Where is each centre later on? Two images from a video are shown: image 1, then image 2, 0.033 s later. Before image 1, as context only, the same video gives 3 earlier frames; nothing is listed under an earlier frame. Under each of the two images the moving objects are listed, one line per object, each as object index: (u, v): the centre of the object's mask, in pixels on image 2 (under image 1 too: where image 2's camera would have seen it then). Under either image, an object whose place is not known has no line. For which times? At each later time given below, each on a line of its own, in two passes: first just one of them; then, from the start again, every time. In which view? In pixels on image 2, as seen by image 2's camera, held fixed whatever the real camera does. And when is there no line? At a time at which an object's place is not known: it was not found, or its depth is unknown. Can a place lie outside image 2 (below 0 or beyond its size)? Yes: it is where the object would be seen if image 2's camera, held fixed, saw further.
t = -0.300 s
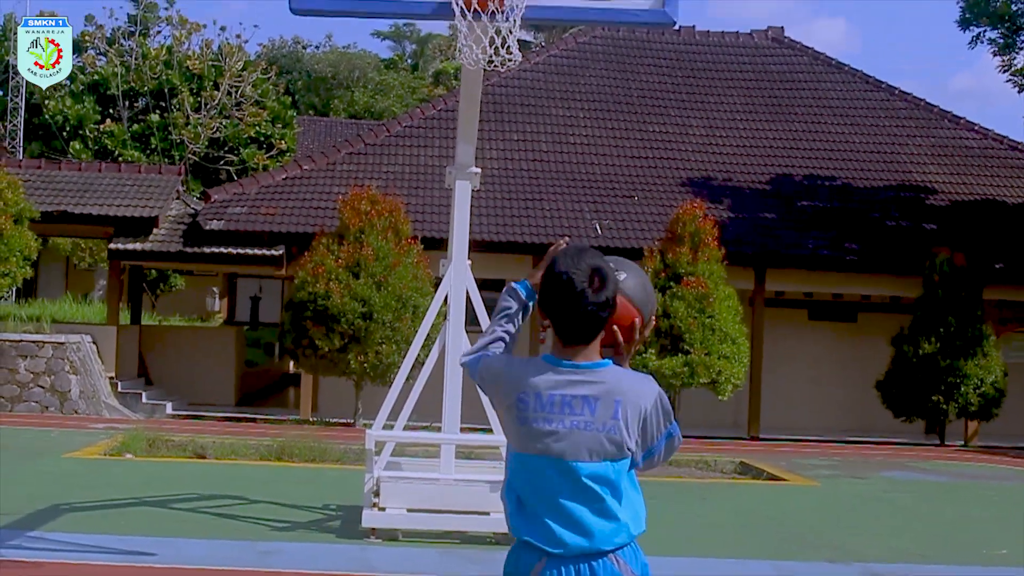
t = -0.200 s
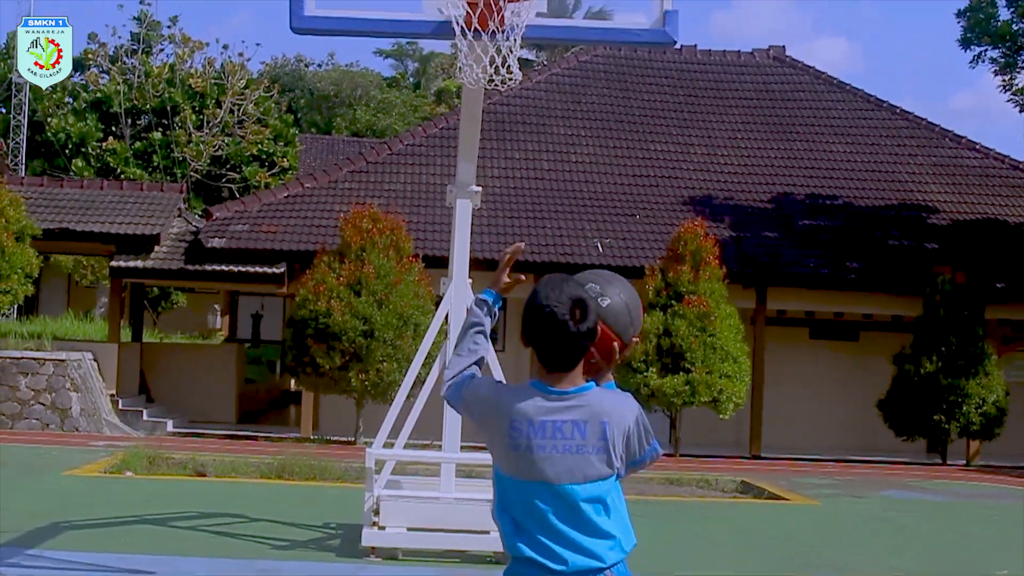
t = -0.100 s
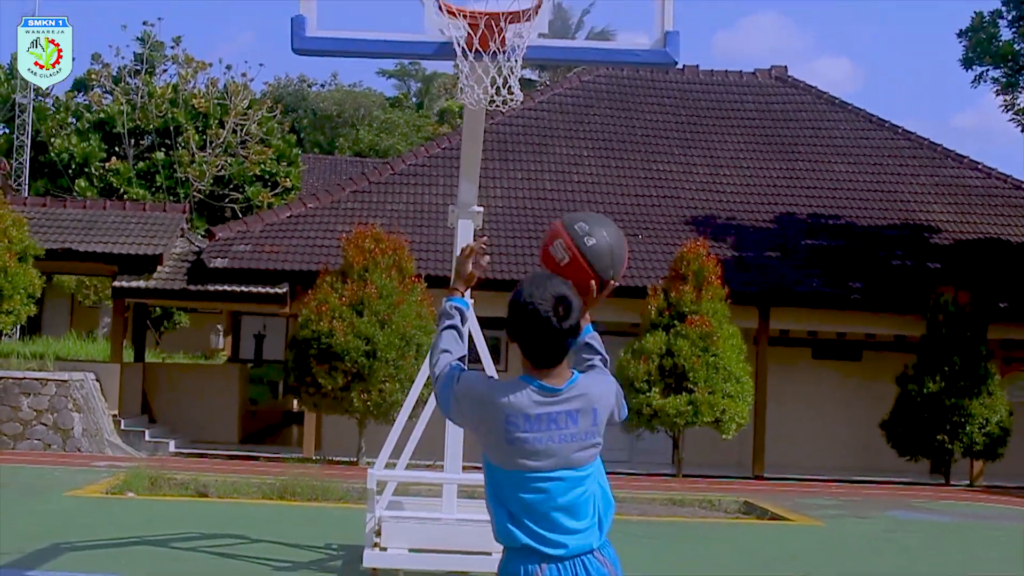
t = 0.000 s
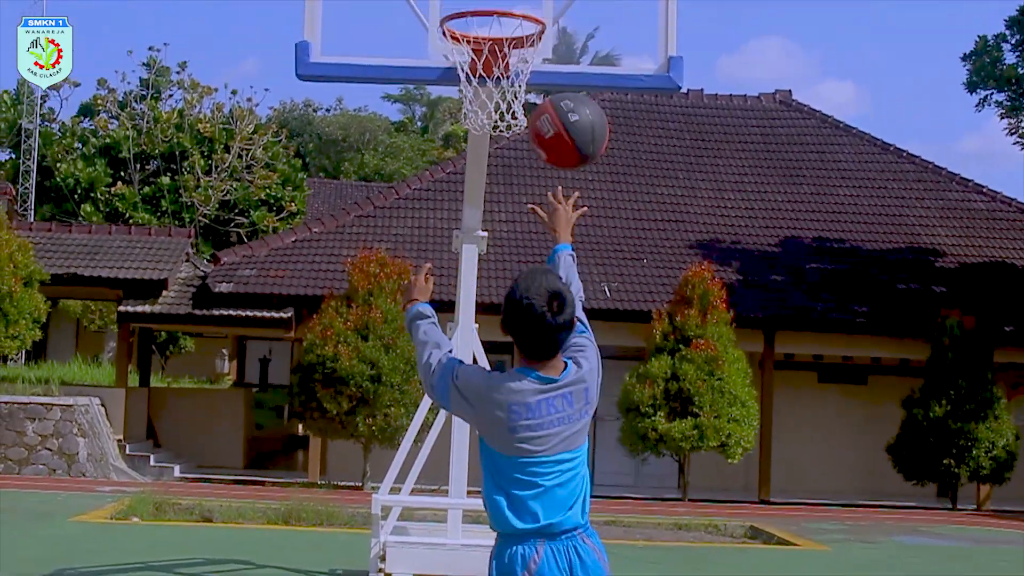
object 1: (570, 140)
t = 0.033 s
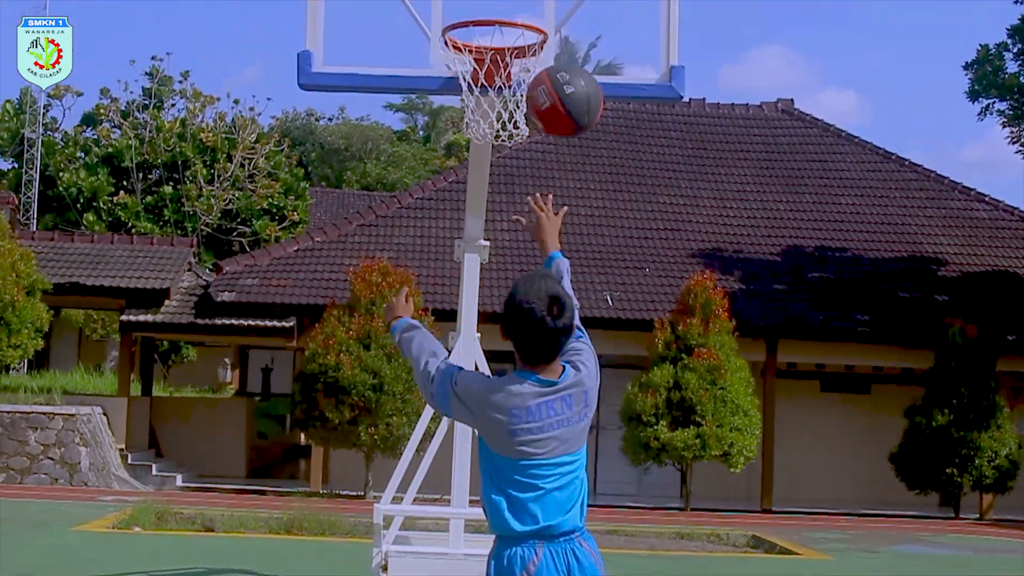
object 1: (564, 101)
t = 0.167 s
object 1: (542, -4)
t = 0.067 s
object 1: (558, 67)
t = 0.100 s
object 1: (553, 38)
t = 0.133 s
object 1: (547, 14)
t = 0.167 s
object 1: (542, -4)
